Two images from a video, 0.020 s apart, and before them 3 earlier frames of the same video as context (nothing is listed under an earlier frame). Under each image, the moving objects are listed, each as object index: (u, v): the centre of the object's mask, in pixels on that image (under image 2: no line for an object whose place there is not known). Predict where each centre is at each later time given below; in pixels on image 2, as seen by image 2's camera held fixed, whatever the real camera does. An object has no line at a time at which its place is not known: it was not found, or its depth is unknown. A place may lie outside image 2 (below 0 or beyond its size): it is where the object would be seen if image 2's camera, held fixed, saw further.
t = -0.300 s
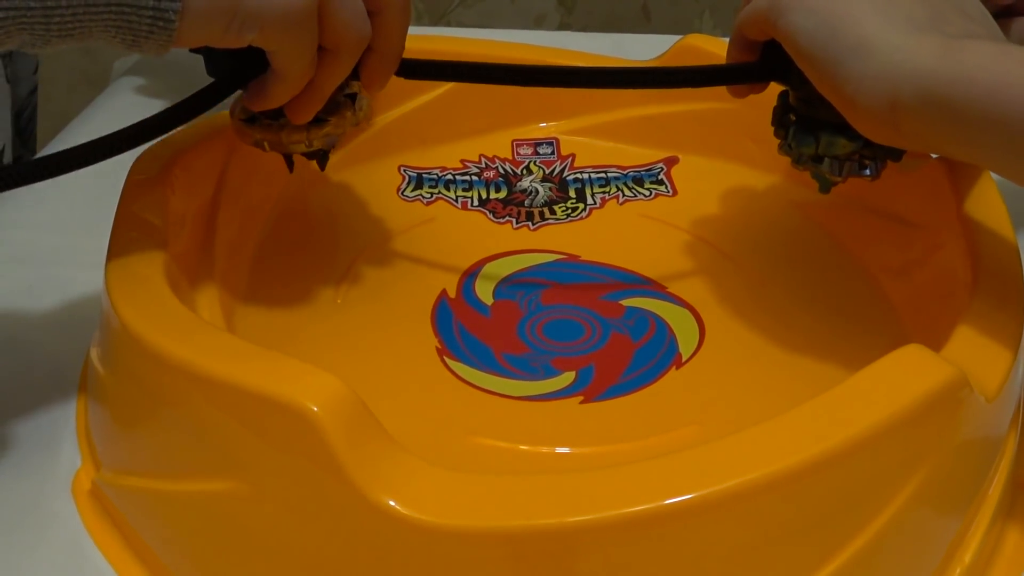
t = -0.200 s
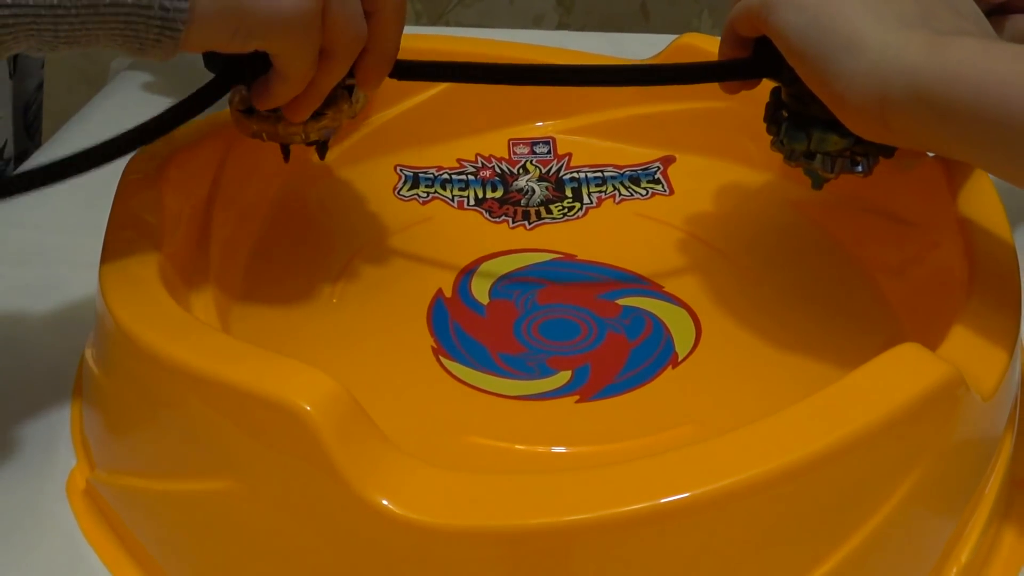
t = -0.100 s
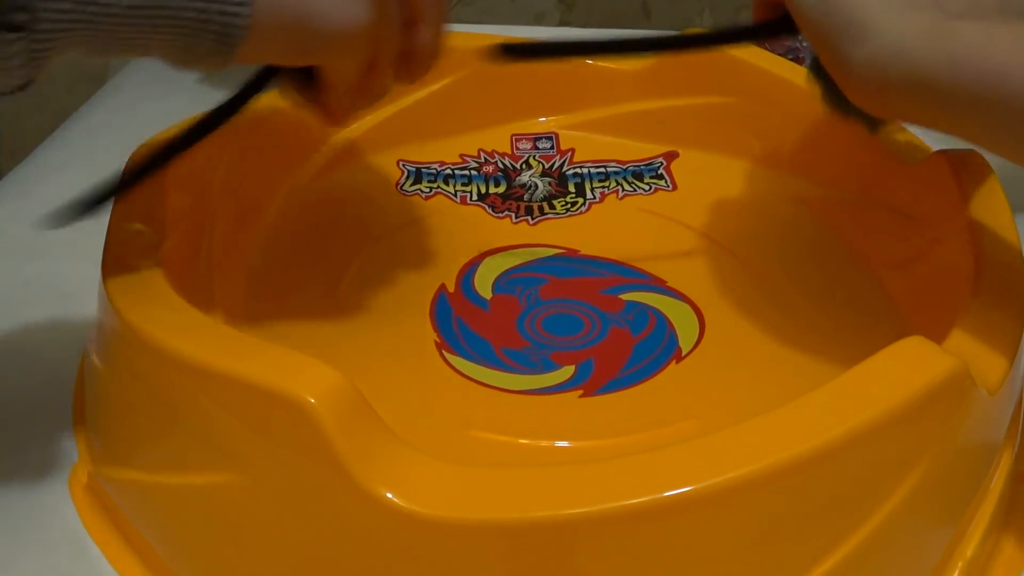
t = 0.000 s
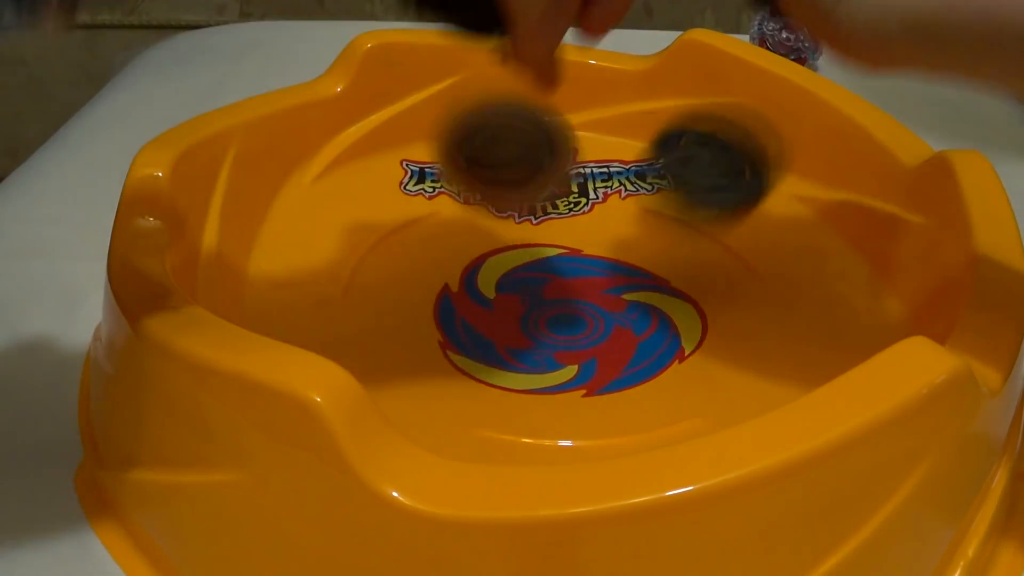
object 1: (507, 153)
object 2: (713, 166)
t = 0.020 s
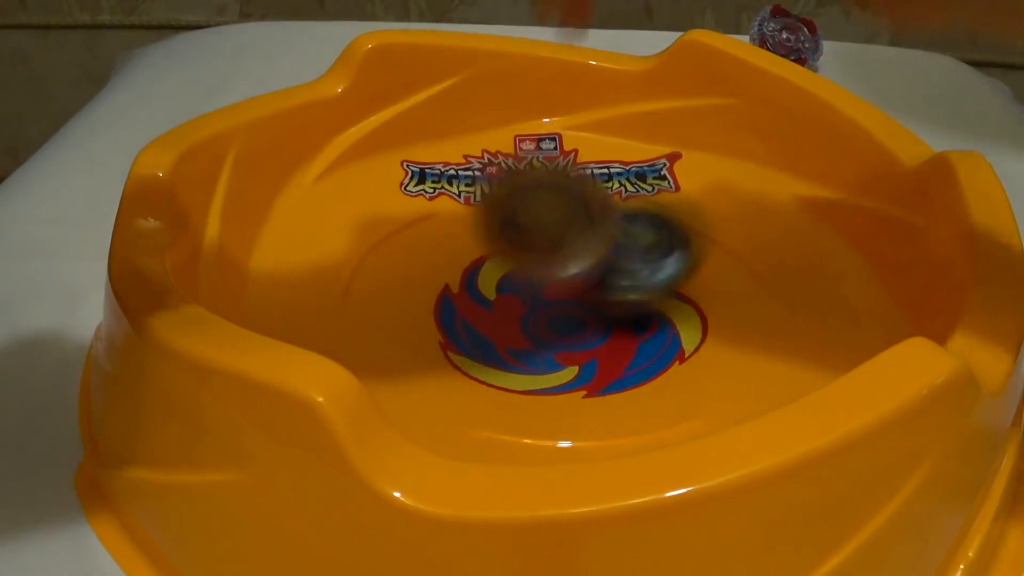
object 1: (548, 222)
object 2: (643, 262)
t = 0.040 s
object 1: (501, 210)
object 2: (640, 267)
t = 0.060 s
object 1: (426, 182)
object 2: (669, 275)
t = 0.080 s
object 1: (353, 165)
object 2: (698, 289)
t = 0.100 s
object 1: (275, 163)
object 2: (724, 296)
